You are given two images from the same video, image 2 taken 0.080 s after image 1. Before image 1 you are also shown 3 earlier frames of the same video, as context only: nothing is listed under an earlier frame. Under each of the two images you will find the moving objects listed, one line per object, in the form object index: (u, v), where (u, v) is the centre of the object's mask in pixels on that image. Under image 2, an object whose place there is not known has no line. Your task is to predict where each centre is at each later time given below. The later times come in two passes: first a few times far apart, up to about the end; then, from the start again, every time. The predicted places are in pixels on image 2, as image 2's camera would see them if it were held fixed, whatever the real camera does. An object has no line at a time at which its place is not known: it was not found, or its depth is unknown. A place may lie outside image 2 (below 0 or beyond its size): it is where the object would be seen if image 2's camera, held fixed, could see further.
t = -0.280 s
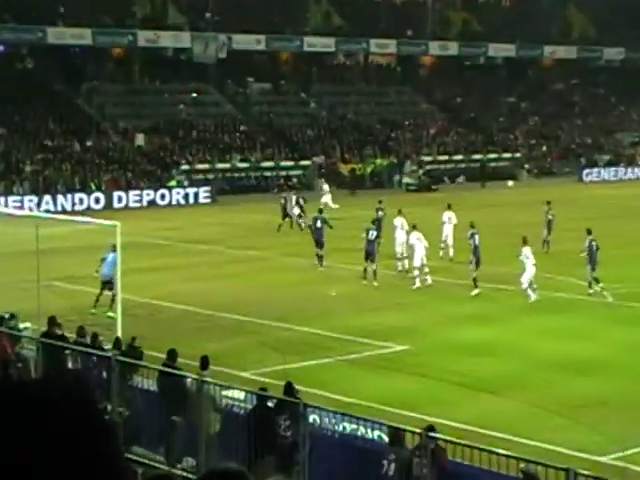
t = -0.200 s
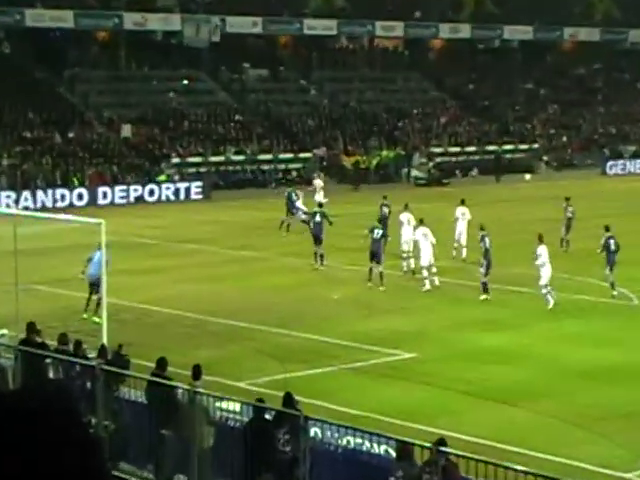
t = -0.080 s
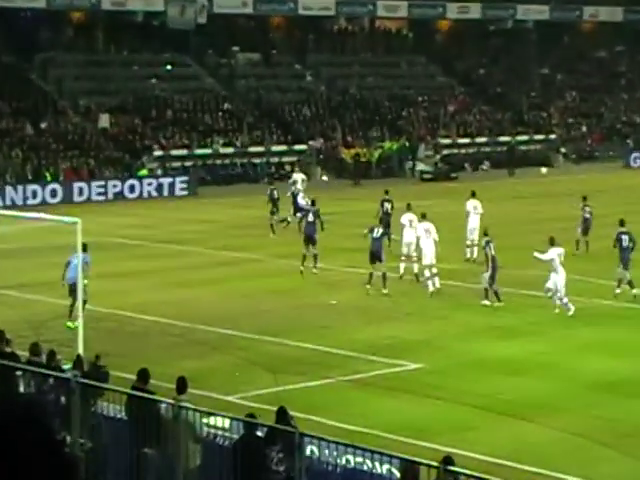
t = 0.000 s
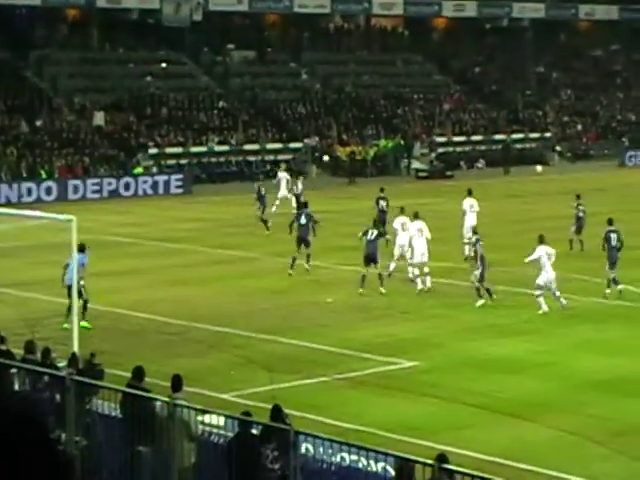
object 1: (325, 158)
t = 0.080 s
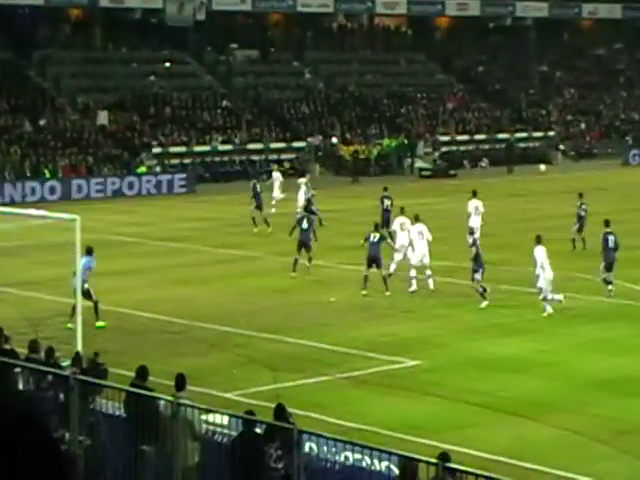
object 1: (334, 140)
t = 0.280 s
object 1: (341, 108)
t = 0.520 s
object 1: (344, 85)
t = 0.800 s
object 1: (336, 85)
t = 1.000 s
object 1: (326, 106)
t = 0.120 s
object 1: (336, 133)
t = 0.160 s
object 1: (338, 127)
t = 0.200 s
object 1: (339, 120)
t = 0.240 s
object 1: (340, 113)
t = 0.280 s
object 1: (341, 108)
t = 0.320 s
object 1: (342, 104)
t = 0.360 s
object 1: (343, 98)
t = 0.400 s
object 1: (343, 94)
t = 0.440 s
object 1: (344, 91)
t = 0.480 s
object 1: (344, 87)
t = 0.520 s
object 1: (344, 85)
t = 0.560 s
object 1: (343, 83)
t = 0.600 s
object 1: (343, 82)
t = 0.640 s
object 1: (342, 80)
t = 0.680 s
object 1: (341, 81)
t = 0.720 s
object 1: (338, 82)
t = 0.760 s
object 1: (338, 82)
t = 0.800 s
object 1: (336, 85)
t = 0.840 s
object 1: (335, 87)
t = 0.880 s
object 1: (333, 91)
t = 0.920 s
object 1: (330, 94)
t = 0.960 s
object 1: (327, 99)
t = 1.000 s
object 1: (326, 106)
